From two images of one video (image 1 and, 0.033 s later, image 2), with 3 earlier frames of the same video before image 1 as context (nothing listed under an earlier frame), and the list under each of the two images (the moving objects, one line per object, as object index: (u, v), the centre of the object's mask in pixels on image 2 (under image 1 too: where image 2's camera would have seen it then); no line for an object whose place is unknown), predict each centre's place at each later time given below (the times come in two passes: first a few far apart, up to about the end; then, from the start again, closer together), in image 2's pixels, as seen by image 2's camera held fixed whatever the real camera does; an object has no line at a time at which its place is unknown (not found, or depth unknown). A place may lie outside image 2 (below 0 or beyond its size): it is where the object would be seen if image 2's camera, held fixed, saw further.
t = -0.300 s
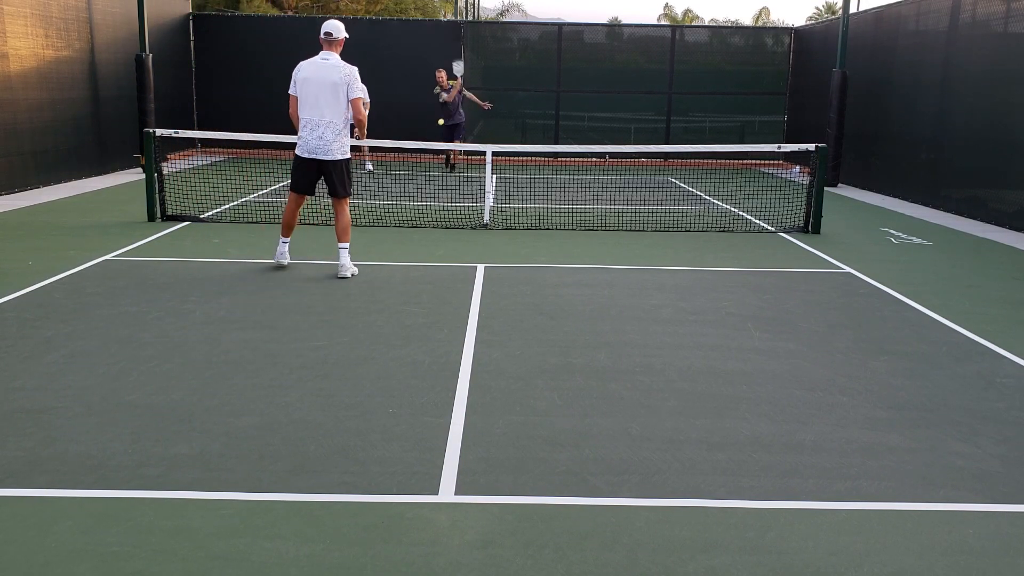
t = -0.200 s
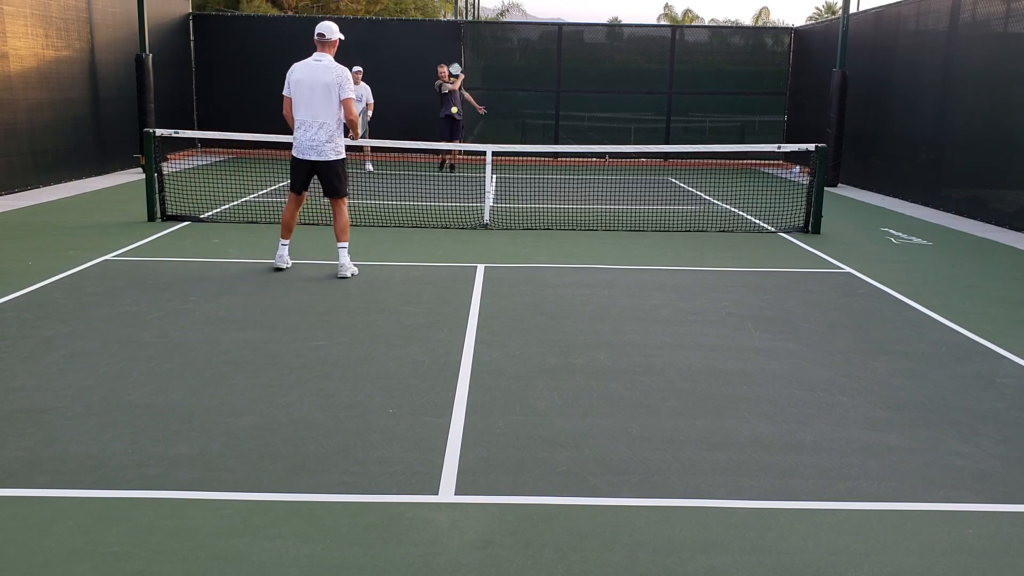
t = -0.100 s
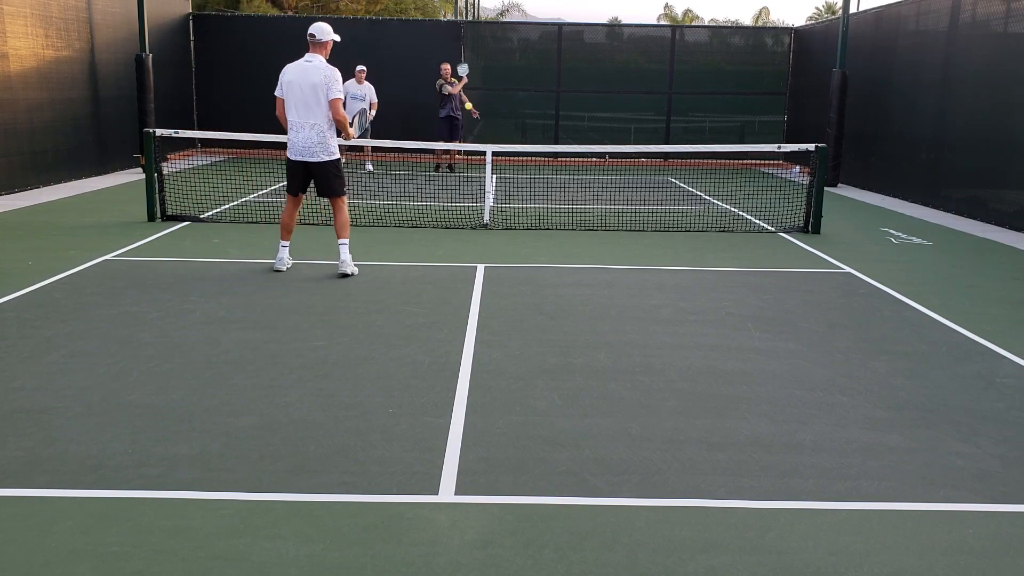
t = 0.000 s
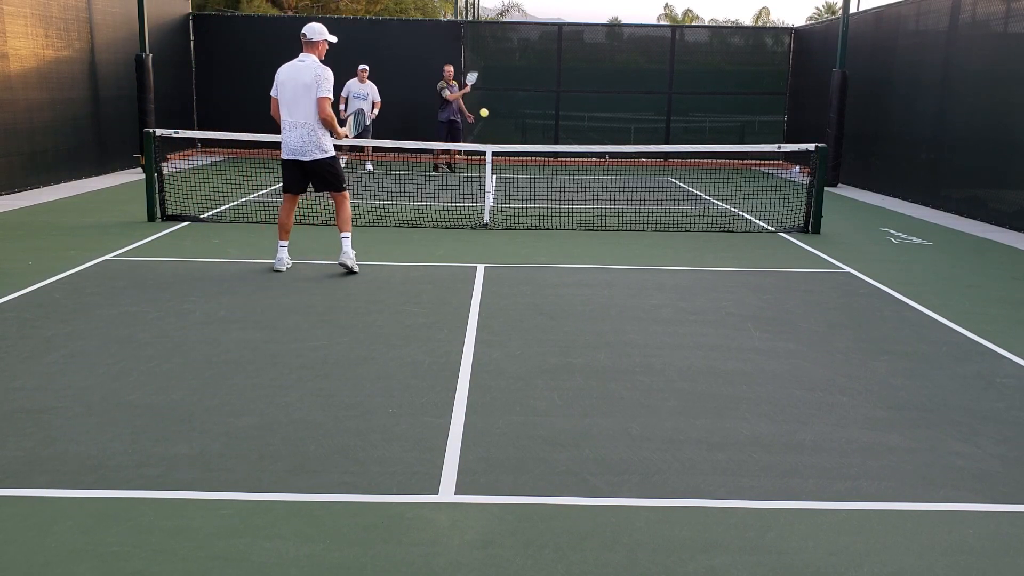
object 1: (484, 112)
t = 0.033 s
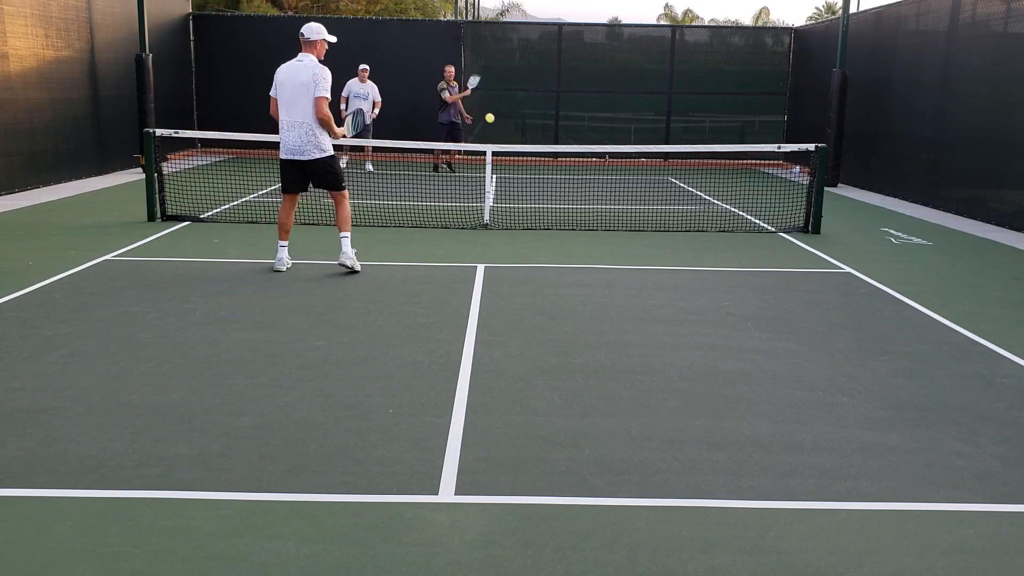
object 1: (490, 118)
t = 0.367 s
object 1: (570, 341)
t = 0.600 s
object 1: (662, 424)
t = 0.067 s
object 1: (496, 125)
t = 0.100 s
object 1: (502, 135)
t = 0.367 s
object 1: (570, 341)
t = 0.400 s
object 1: (581, 392)
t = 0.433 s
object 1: (592, 392)
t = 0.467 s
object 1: (603, 390)
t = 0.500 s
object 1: (615, 392)
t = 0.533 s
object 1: (629, 397)
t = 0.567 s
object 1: (645, 408)
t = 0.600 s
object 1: (662, 424)
